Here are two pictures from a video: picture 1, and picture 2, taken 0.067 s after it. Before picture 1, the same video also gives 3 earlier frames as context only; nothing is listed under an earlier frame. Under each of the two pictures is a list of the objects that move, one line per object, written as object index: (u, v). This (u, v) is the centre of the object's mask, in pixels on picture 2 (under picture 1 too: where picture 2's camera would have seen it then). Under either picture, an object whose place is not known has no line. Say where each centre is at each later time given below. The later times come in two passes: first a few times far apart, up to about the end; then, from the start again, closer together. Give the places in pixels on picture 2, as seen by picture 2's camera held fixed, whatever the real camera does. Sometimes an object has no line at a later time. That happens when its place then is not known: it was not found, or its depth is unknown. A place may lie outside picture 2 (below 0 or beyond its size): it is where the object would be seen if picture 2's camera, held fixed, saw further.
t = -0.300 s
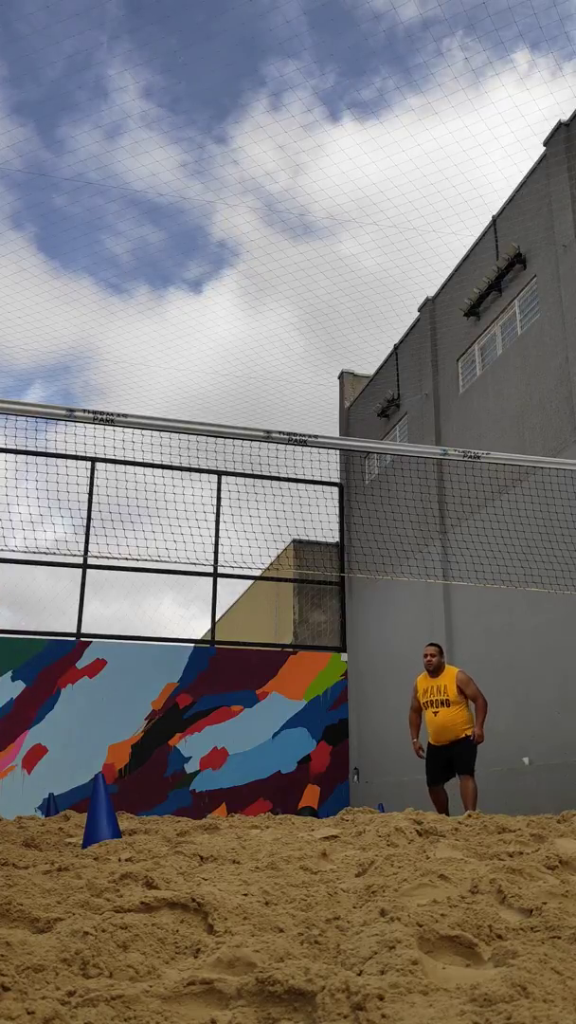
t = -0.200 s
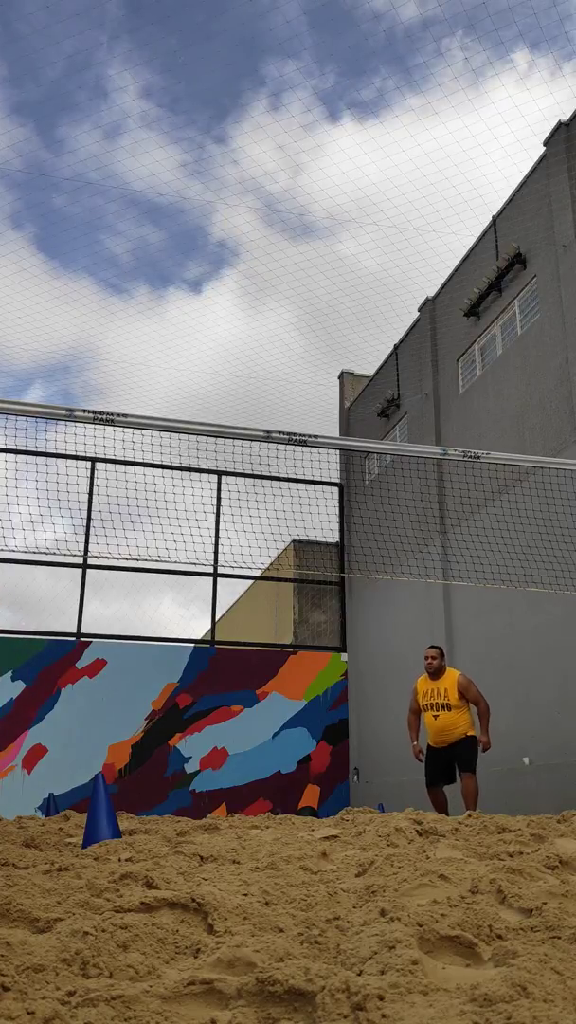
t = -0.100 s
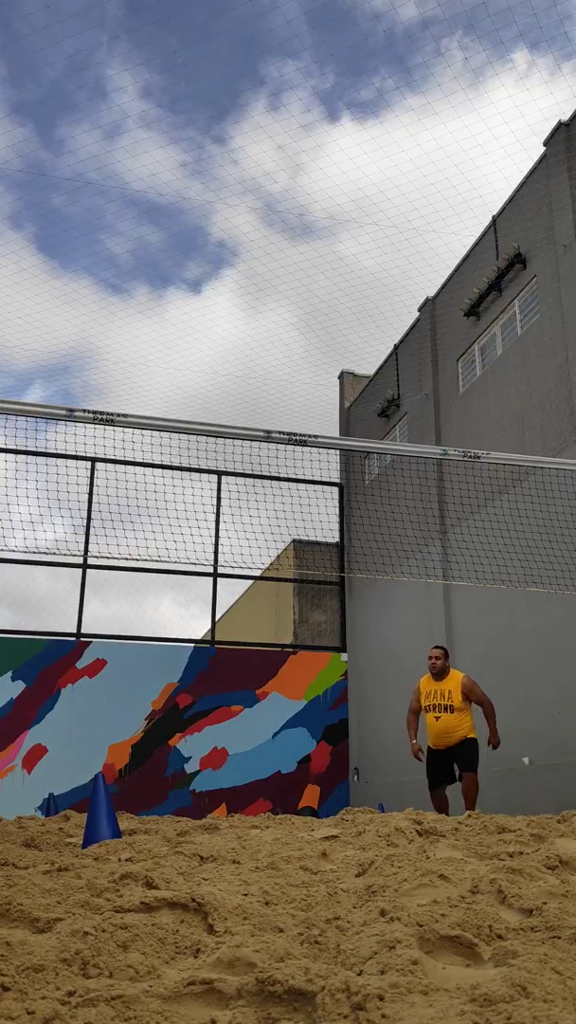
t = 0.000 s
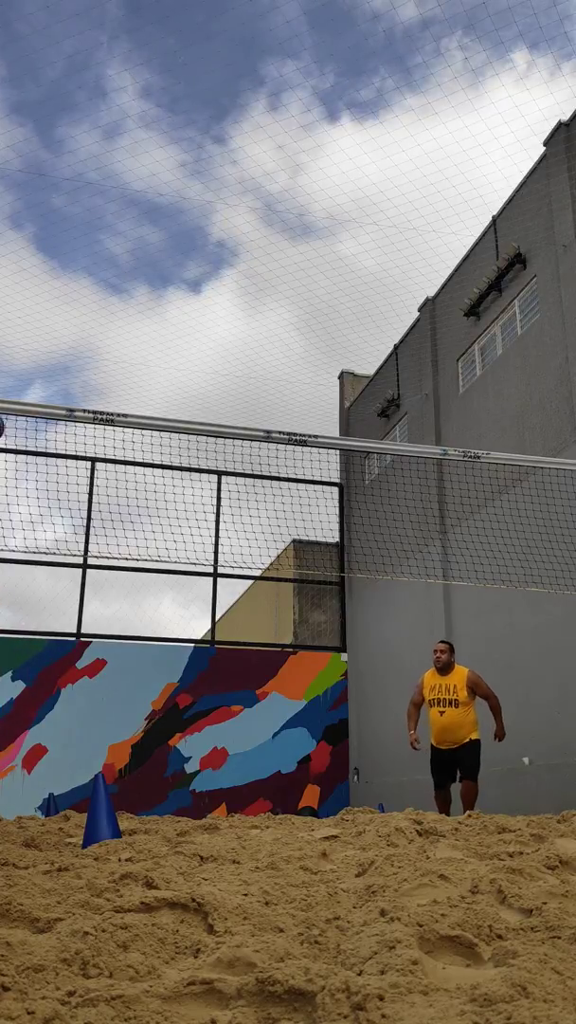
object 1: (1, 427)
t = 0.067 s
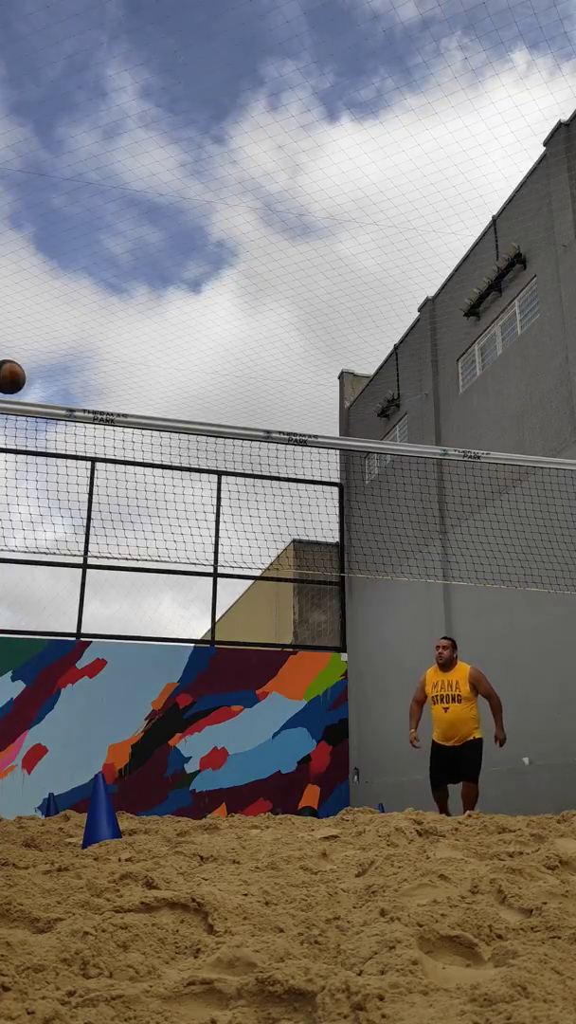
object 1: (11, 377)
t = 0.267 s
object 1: (63, 280)
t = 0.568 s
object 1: (128, 240)
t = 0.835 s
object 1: (176, 295)
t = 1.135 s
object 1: (225, 462)
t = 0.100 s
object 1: (18, 356)
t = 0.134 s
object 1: (27, 337)
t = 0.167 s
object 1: (37, 320)
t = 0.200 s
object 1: (46, 305)
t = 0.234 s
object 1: (54, 291)
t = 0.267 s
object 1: (63, 280)
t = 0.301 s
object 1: (71, 269)
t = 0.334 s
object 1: (79, 261)
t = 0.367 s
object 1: (86, 254)
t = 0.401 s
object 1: (94, 248)
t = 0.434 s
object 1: (101, 243)
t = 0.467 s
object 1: (108, 241)
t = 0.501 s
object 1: (114, 239)
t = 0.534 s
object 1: (121, 239)
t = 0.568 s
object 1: (128, 240)
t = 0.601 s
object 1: (134, 242)
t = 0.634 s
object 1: (140, 246)
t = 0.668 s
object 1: (146, 251)
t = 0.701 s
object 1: (152, 257)
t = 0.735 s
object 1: (158, 265)
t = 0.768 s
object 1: (164, 274)
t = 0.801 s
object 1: (170, 284)
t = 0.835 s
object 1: (176, 295)
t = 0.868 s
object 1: (182, 308)
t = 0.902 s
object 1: (187, 322)
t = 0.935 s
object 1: (193, 338)
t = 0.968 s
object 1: (198, 355)
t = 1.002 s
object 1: (204, 373)
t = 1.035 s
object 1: (209, 393)
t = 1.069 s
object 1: (214, 412)
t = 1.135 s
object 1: (225, 462)
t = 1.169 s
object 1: (230, 488)
